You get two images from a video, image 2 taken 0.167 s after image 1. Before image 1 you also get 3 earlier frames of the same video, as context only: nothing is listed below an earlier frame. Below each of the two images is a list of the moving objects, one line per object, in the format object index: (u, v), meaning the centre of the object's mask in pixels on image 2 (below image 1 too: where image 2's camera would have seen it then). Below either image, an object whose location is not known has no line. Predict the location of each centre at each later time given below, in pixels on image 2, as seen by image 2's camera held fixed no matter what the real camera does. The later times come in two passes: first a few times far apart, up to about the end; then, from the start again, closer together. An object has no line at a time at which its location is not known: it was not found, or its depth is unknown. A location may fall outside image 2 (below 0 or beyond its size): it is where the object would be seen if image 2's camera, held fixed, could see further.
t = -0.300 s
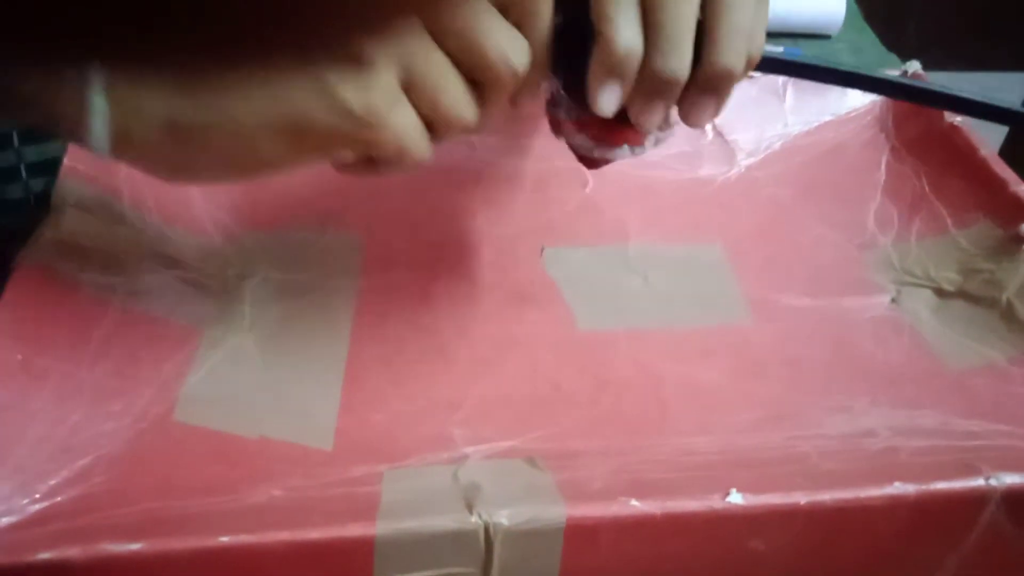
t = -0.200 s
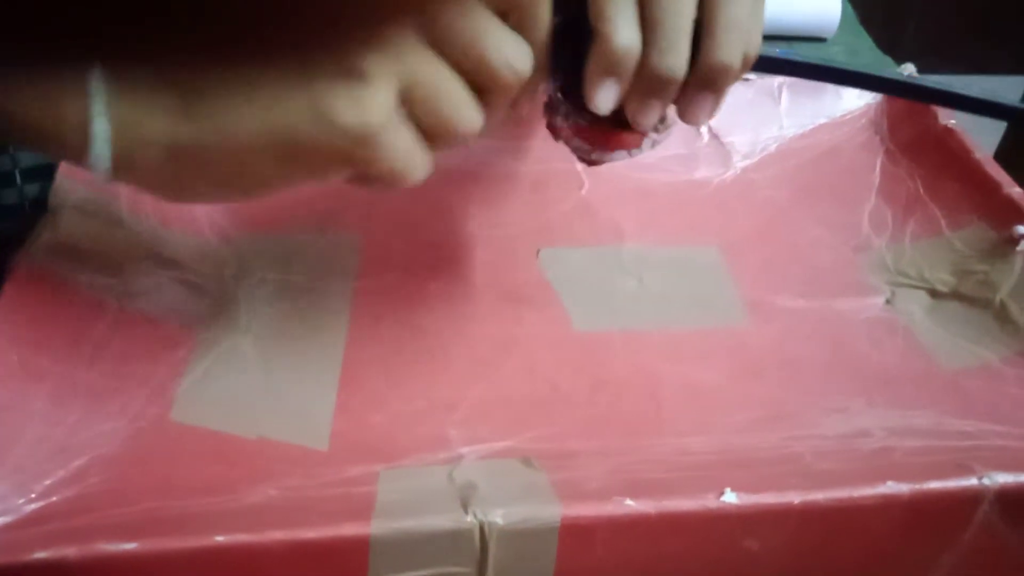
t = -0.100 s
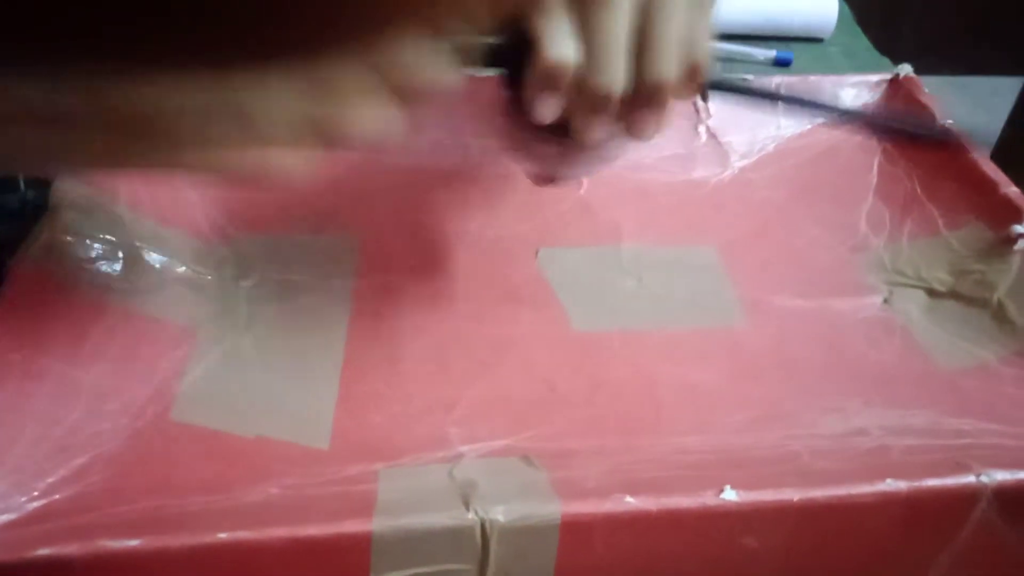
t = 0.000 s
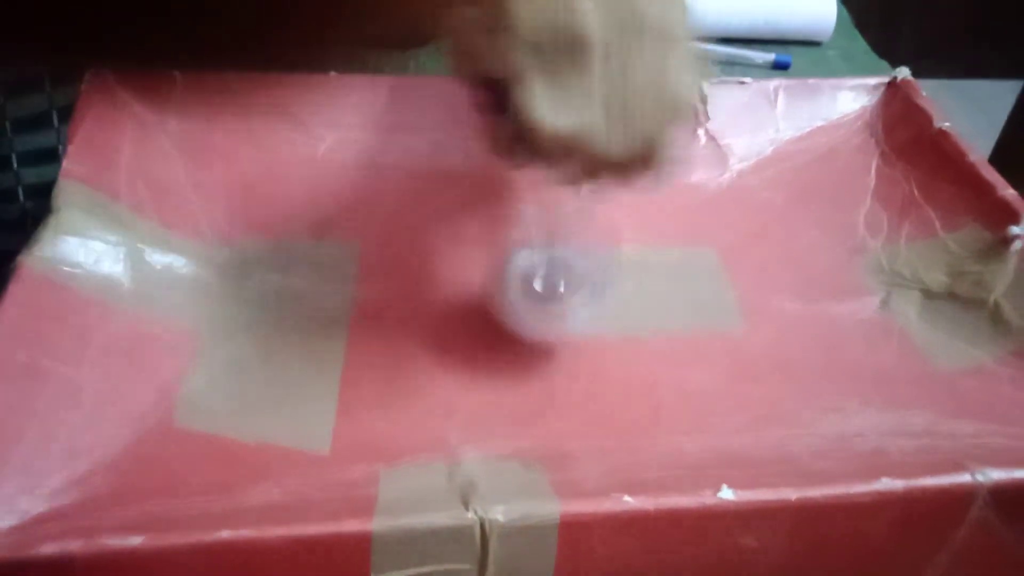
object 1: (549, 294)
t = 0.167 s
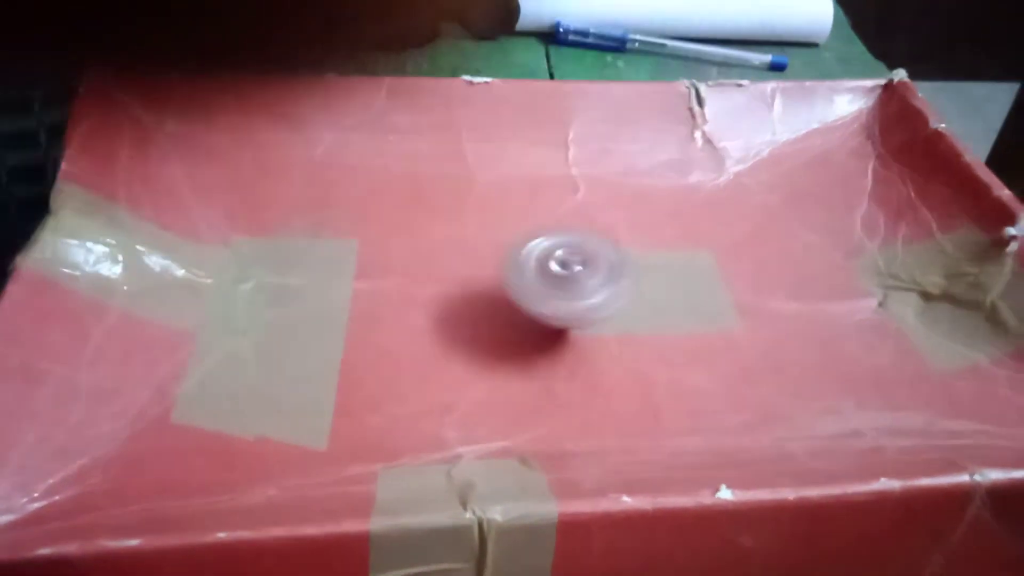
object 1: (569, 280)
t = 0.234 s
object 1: (581, 282)
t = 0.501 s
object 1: (657, 286)
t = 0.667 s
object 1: (689, 280)
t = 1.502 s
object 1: (743, 250)
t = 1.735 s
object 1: (747, 251)
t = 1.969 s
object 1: (747, 250)
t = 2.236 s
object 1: (748, 249)
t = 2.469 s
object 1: (746, 249)
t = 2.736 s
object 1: (748, 251)
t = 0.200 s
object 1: (573, 281)
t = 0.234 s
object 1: (581, 282)
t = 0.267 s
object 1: (592, 284)
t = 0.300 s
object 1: (604, 286)
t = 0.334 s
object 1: (615, 287)
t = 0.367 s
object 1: (622, 287)
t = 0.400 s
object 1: (630, 286)
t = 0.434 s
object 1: (642, 287)
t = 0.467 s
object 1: (650, 287)
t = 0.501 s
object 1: (657, 286)
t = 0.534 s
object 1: (667, 285)
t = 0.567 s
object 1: (670, 283)
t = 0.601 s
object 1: (675, 282)
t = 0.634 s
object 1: (681, 280)
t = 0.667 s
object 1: (689, 280)
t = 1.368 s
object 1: (753, 251)
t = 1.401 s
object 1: (749, 250)
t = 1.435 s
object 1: (746, 250)
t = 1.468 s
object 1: (743, 250)
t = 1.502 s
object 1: (743, 250)
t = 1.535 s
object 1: (744, 250)
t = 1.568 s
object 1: (745, 250)
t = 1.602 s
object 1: (747, 251)
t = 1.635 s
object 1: (747, 250)
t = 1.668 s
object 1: (746, 250)
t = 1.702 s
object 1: (746, 250)
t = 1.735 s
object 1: (747, 251)
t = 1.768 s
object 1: (746, 250)
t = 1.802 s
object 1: (746, 249)
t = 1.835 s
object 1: (746, 249)
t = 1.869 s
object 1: (746, 250)
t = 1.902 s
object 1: (746, 251)
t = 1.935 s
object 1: (746, 249)
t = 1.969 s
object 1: (747, 250)
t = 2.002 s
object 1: (747, 251)
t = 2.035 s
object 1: (747, 250)
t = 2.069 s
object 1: (747, 251)
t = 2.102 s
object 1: (748, 251)
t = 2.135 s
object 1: (747, 250)
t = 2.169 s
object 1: (747, 250)
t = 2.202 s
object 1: (748, 251)
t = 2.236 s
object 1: (748, 249)
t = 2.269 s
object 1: (746, 250)
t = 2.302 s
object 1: (743, 250)
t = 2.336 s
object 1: (743, 250)
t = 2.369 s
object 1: (745, 250)
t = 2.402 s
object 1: (747, 249)
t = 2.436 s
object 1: (748, 249)
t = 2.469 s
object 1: (746, 249)
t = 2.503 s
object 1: (743, 250)
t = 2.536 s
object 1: (744, 250)
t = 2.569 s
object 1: (745, 250)
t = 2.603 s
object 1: (746, 251)
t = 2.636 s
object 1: (746, 250)
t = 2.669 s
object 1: (746, 251)
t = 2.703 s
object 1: (747, 251)
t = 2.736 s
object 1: (748, 251)
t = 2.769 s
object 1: (746, 251)
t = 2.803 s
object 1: (747, 251)
